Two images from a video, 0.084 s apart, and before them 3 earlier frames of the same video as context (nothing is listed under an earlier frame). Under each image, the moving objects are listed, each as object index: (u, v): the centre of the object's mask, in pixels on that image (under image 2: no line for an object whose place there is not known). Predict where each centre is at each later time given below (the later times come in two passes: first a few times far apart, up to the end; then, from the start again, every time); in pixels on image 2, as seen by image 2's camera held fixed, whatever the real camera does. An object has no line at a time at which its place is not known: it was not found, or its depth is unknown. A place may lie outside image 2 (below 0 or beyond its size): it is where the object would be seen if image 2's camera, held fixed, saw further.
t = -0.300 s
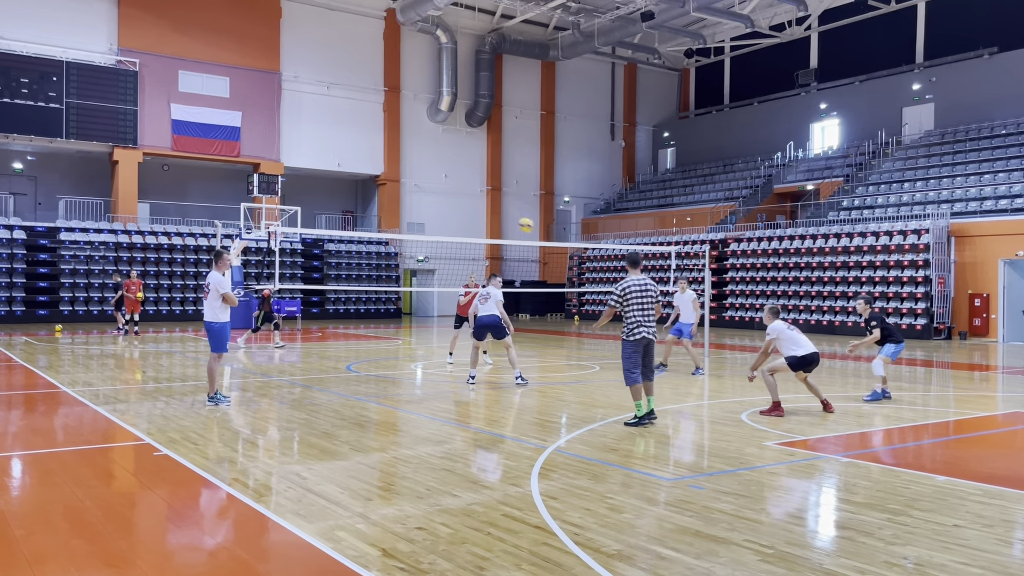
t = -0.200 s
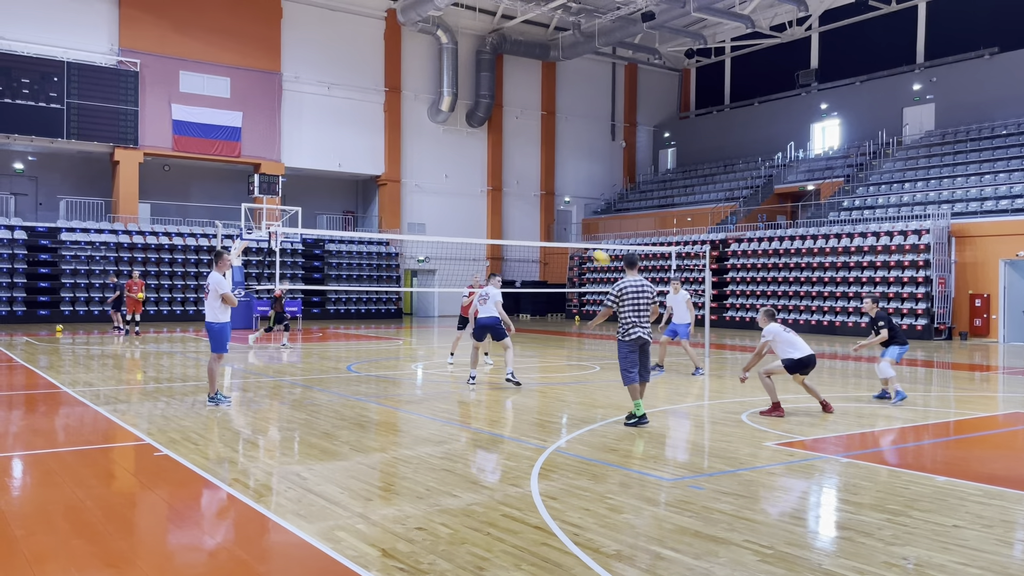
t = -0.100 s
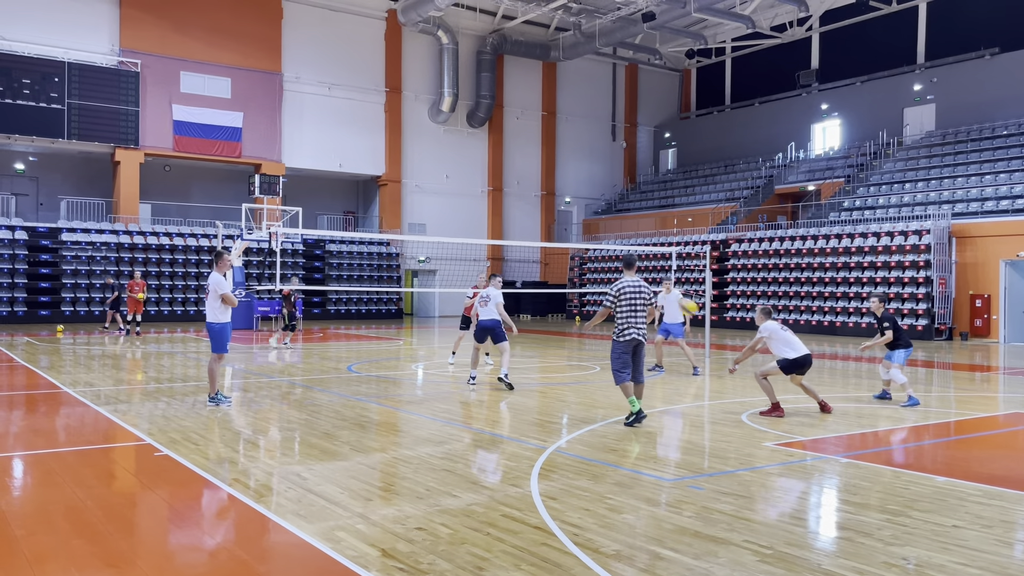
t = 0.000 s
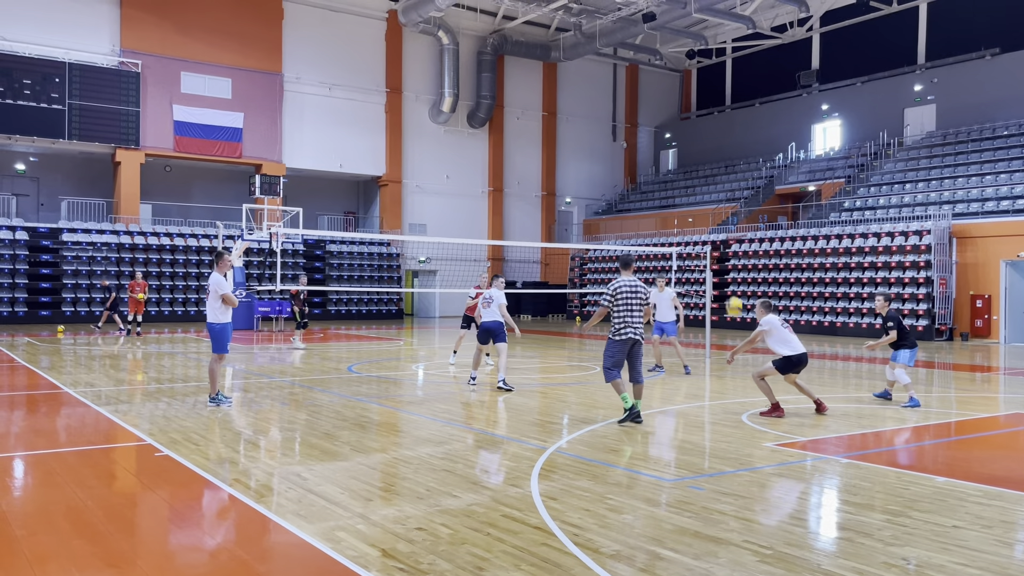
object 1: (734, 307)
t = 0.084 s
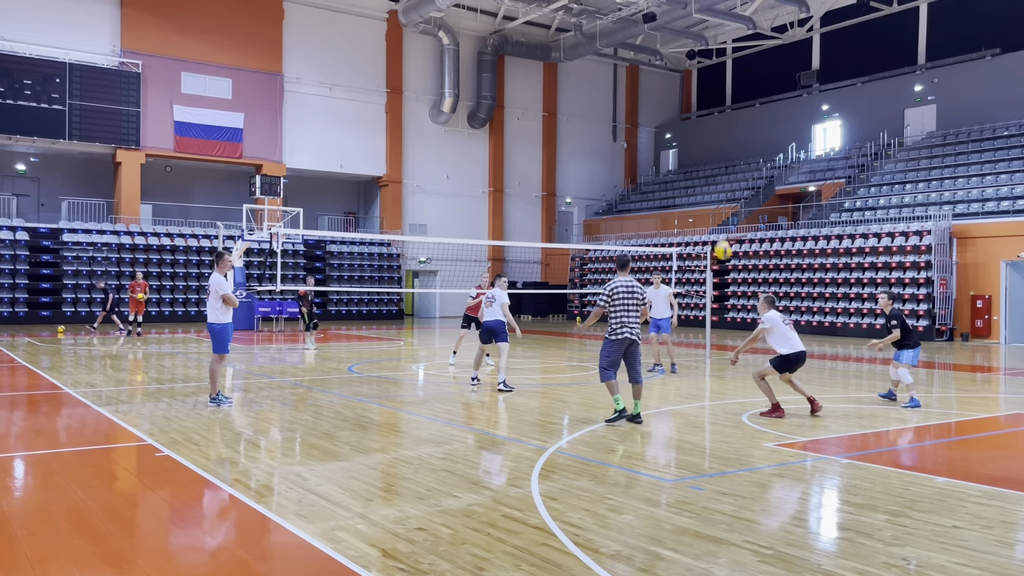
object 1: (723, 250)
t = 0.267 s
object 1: (701, 151)
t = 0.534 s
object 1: (678, 64)
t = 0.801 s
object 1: (659, 33)
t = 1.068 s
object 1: (643, 47)
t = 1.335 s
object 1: (628, 100)
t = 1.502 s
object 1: (619, 149)
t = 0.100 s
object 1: (721, 240)
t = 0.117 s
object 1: (718, 229)
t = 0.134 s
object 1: (717, 219)
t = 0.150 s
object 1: (715, 210)
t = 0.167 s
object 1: (712, 200)
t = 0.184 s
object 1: (710, 191)
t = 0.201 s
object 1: (709, 182)
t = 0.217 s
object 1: (707, 174)
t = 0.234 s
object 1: (705, 166)
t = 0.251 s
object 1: (703, 158)
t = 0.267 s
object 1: (701, 151)
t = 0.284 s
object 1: (700, 144)
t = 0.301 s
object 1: (698, 136)
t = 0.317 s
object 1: (696, 130)
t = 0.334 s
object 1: (695, 123)
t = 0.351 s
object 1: (693, 117)
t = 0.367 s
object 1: (692, 111)
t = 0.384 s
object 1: (690, 105)
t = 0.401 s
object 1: (689, 100)
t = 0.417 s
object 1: (688, 95)
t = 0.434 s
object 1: (686, 89)
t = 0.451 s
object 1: (684, 85)
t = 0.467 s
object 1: (683, 80)
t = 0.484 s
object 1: (682, 76)
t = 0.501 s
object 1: (680, 71)
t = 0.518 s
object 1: (679, 68)
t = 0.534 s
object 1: (678, 64)
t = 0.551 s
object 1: (677, 61)
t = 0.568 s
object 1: (675, 57)
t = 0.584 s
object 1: (674, 54)
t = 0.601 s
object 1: (673, 51)
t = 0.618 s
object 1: (671, 49)
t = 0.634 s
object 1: (670, 47)
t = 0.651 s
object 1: (669, 44)
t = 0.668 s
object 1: (668, 42)
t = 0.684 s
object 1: (667, 40)
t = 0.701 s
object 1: (666, 39)
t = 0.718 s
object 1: (665, 37)
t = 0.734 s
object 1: (664, 36)
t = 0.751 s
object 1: (662, 35)
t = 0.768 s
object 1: (661, 34)
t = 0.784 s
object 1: (660, 33)
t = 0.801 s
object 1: (659, 33)
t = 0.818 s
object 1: (658, 32)
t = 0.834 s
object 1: (657, 32)
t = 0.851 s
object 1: (656, 32)
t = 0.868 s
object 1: (655, 32)
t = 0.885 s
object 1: (653, 33)
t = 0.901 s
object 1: (653, 33)
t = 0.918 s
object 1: (652, 34)
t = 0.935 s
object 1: (651, 35)
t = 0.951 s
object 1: (650, 35)
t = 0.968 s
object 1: (649, 37)
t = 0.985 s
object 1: (648, 38)
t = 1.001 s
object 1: (647, 39)
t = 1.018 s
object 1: (646, 41)
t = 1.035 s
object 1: (645, 43)
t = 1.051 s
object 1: (643, 44)
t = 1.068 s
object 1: (643, 47)
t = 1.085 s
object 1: (642, 49)
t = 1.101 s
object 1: (641, 52)
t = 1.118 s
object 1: (640, 54)
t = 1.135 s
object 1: (639, 57)
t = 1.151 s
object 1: (638, 60)
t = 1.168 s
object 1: (637, 63)
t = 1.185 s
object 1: (636, 66)
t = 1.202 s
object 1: (635, 69)
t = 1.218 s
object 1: (634, 73)
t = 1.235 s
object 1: (634, 76)
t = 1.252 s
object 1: (633, 80)
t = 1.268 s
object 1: (632, 84)
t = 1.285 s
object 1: (631, 87)
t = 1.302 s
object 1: (630, 91)
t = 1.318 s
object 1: (629, 95)
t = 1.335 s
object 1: (628, 100)
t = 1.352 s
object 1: (627, 104)
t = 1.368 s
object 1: (626, 109)
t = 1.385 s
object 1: (625, 113)
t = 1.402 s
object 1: (625, 118)
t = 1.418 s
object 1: (624, 123)
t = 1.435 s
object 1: (623, 128)
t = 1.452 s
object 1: (622, 133)
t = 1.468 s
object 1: (621, 139)
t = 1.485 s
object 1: (620, 144)
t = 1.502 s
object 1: (619, 149)
